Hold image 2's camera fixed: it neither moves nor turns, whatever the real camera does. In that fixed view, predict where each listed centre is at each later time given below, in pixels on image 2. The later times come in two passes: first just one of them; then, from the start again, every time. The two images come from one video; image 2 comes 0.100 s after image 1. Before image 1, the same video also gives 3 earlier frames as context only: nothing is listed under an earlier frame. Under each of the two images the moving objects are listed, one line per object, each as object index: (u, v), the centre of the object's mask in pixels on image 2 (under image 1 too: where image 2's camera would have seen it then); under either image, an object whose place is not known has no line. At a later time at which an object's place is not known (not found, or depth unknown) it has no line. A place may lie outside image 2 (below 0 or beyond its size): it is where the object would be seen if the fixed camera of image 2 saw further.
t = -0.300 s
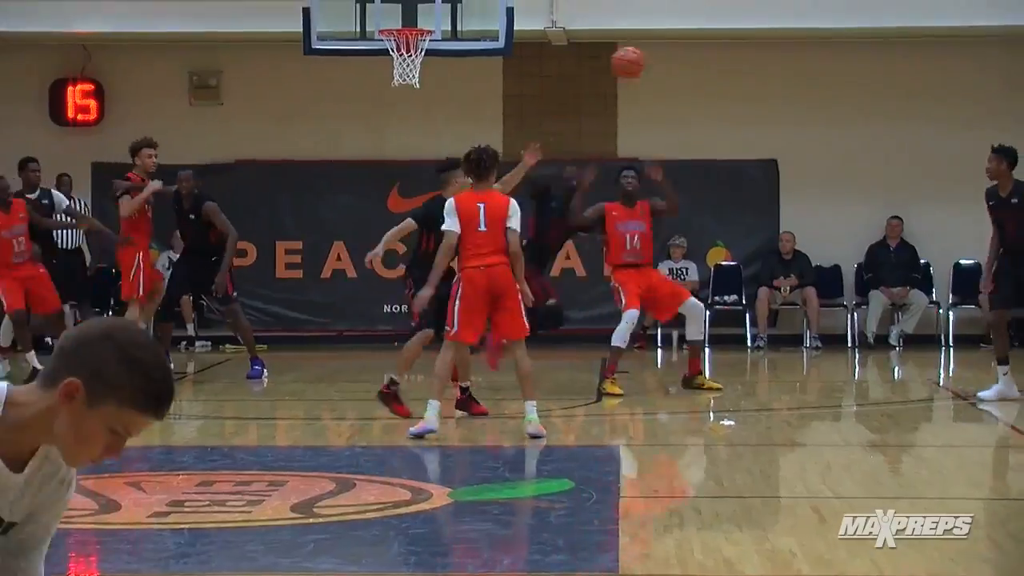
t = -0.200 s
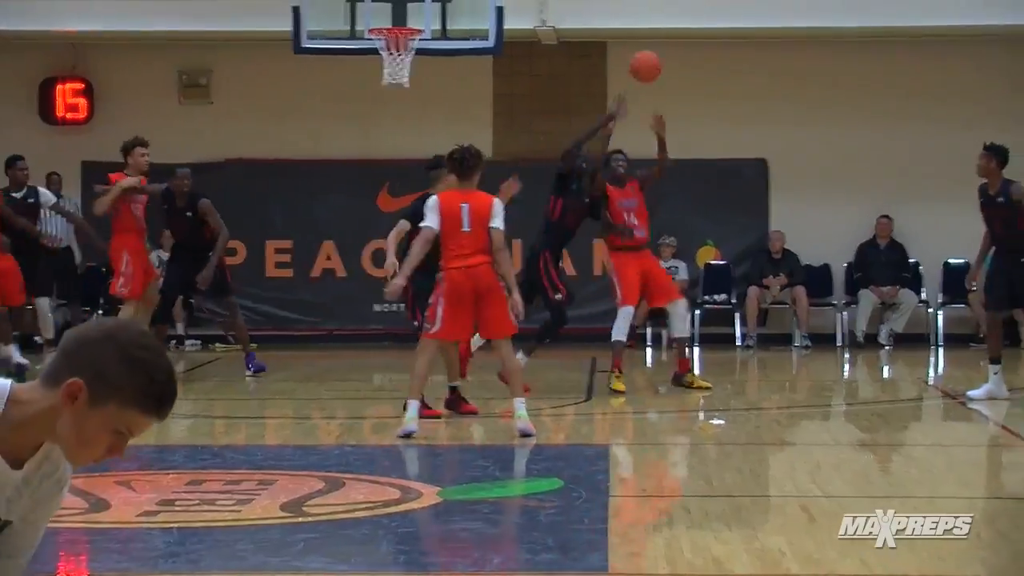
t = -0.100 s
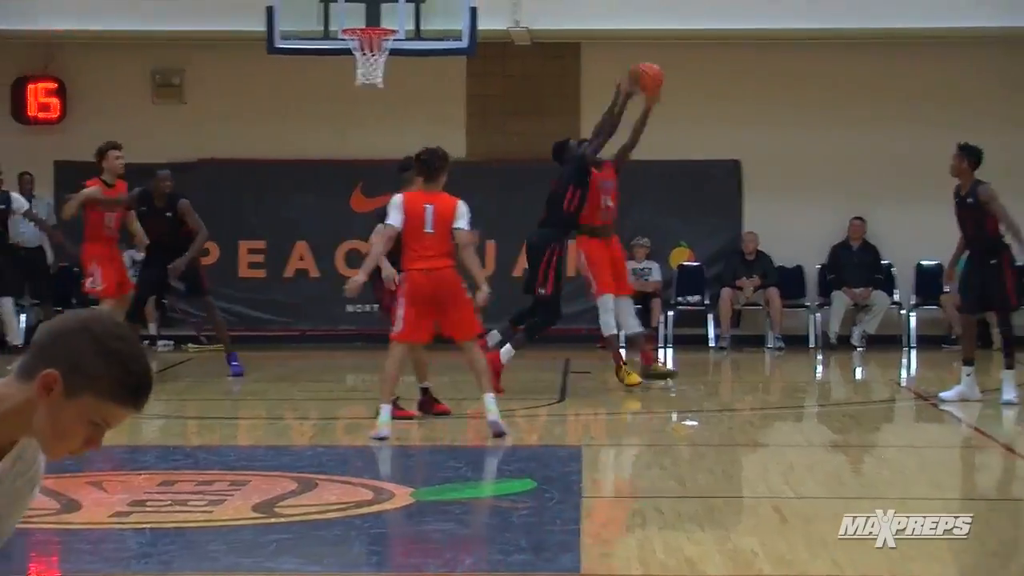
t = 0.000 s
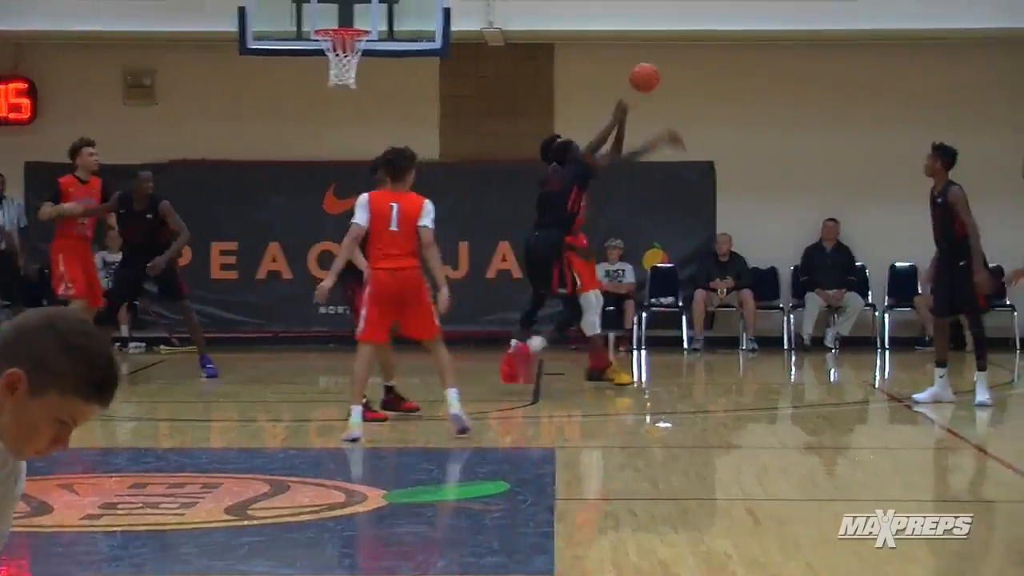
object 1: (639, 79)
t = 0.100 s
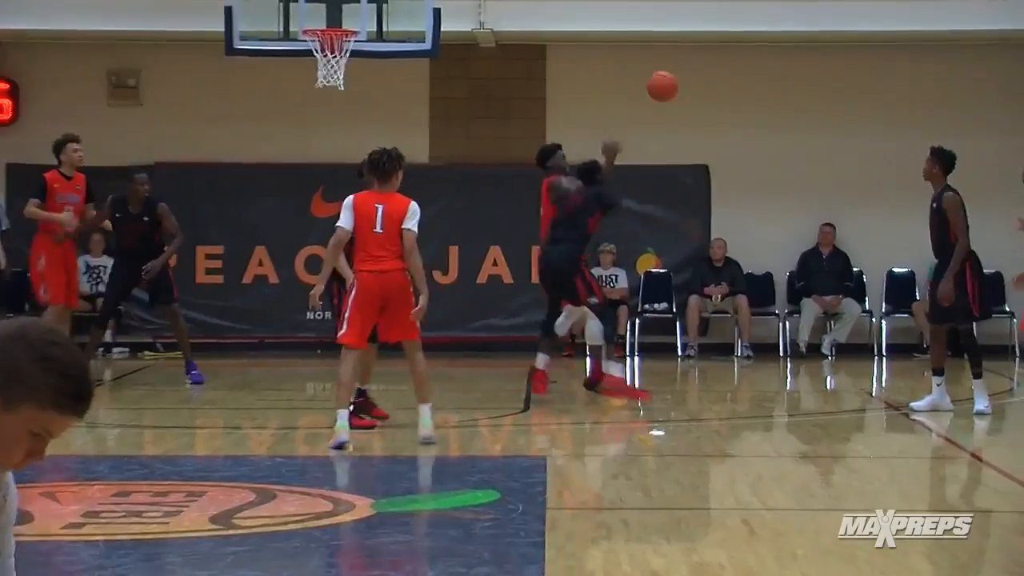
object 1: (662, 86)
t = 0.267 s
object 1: (703, 124)
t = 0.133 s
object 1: (670, 91)
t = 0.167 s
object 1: (678, 97)
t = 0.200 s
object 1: (685, 105)
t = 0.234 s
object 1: (694, 114)
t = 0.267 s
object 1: (703, 124)
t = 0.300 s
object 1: (712, 136)
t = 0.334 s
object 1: (722, 149)
